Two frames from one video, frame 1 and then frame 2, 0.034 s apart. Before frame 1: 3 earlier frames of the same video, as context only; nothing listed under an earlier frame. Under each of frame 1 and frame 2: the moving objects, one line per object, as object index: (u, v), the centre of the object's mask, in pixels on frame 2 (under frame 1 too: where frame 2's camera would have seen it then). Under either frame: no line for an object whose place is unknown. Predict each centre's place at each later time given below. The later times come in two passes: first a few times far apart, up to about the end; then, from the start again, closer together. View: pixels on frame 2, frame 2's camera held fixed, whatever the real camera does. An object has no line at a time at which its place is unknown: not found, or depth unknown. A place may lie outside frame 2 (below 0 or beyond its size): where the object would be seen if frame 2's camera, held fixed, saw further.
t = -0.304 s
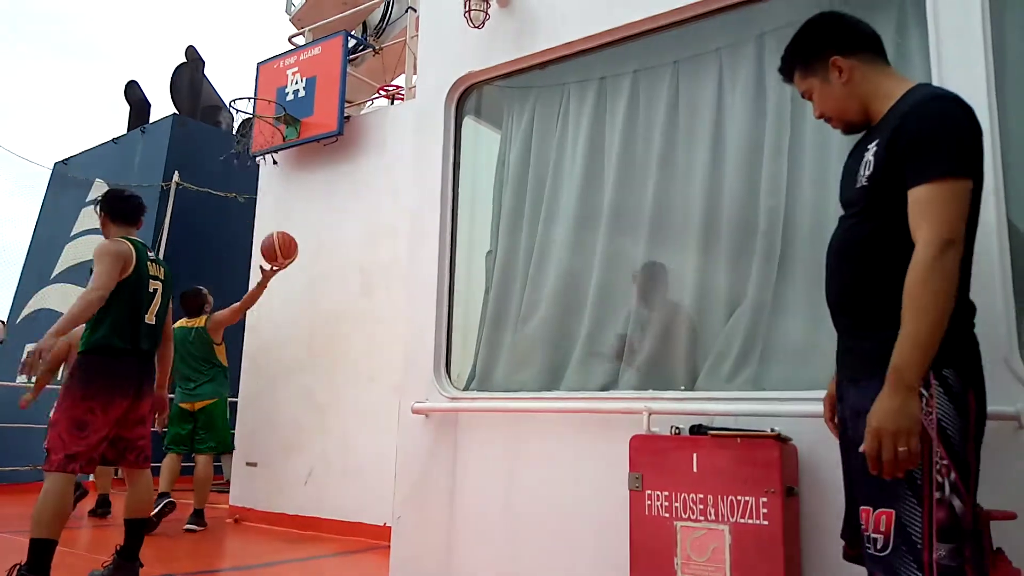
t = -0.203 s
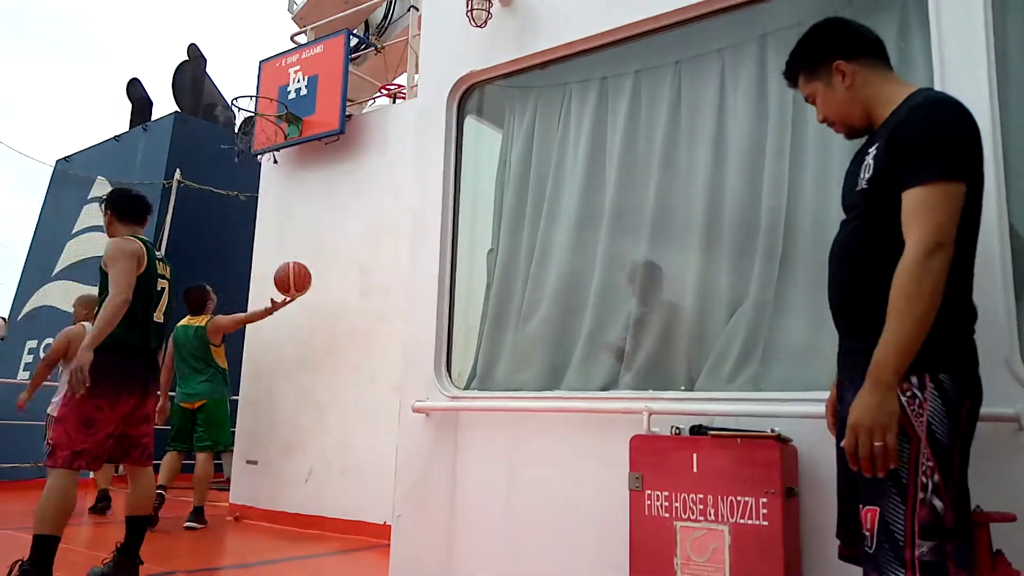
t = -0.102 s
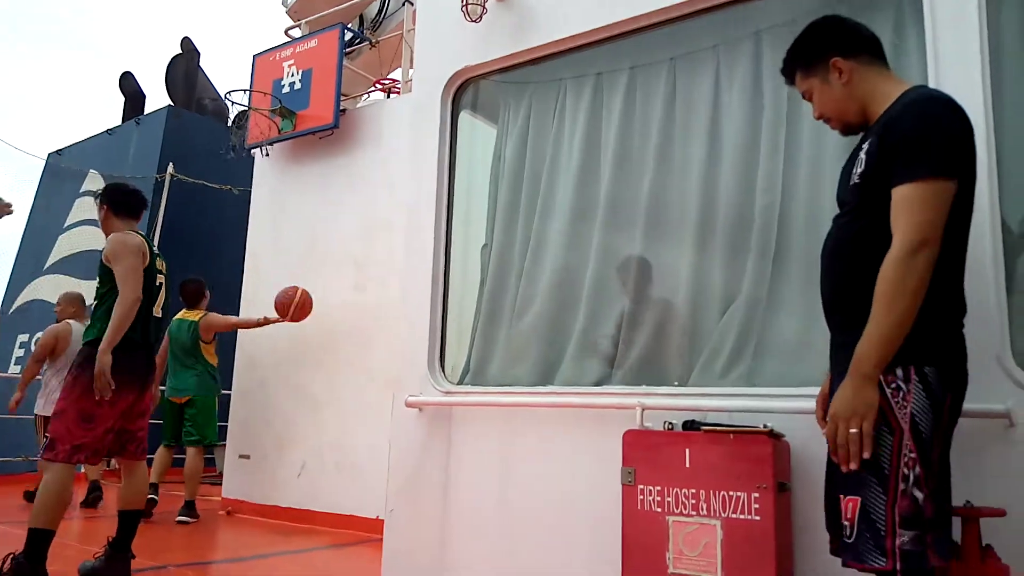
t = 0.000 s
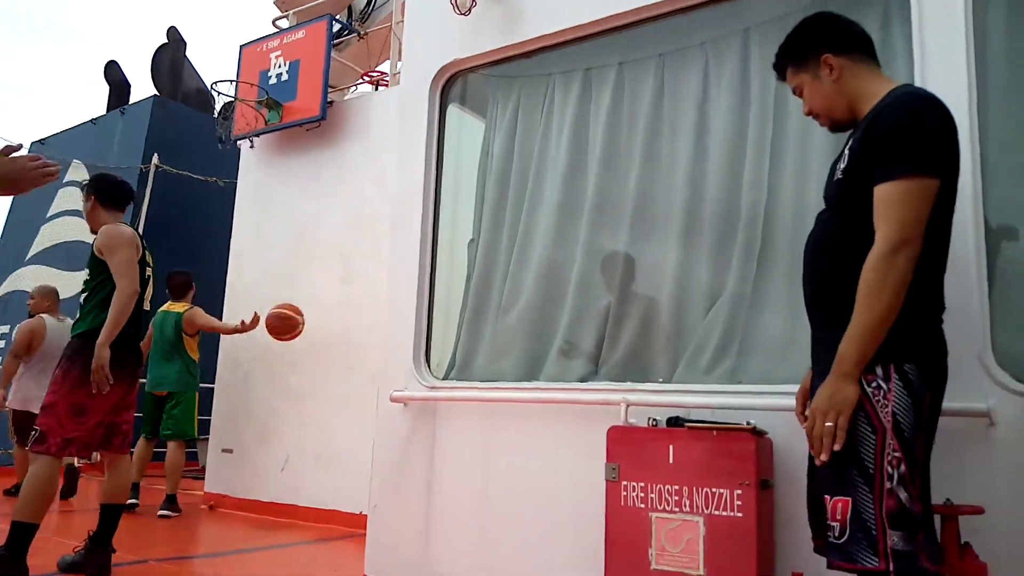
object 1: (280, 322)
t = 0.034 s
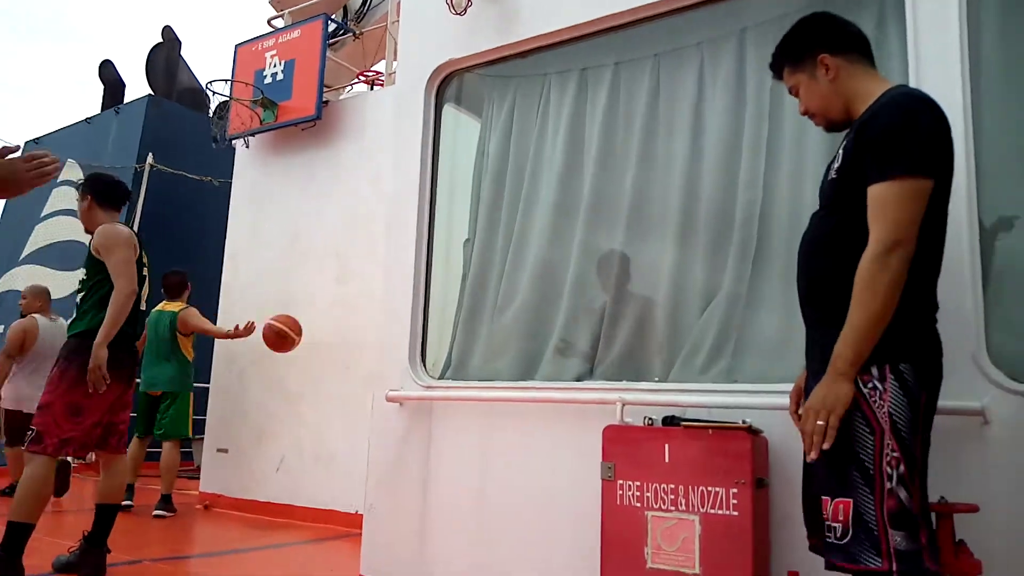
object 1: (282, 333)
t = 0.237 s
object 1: (292, 446)
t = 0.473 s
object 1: (329, 441)
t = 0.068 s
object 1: (284, 347)
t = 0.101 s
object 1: (286, 363)
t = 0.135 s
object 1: (288, 380)
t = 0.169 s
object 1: (289, 400)
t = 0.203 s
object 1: (291, 422)
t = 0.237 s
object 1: (292, 446)
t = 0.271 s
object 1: (294, 472)
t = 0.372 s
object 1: (306, 493)
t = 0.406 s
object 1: (314, 474)
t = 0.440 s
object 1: (321, 456)
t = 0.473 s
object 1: (329, 441)
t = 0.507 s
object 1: (336, 428)
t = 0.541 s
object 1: (342, 416)
